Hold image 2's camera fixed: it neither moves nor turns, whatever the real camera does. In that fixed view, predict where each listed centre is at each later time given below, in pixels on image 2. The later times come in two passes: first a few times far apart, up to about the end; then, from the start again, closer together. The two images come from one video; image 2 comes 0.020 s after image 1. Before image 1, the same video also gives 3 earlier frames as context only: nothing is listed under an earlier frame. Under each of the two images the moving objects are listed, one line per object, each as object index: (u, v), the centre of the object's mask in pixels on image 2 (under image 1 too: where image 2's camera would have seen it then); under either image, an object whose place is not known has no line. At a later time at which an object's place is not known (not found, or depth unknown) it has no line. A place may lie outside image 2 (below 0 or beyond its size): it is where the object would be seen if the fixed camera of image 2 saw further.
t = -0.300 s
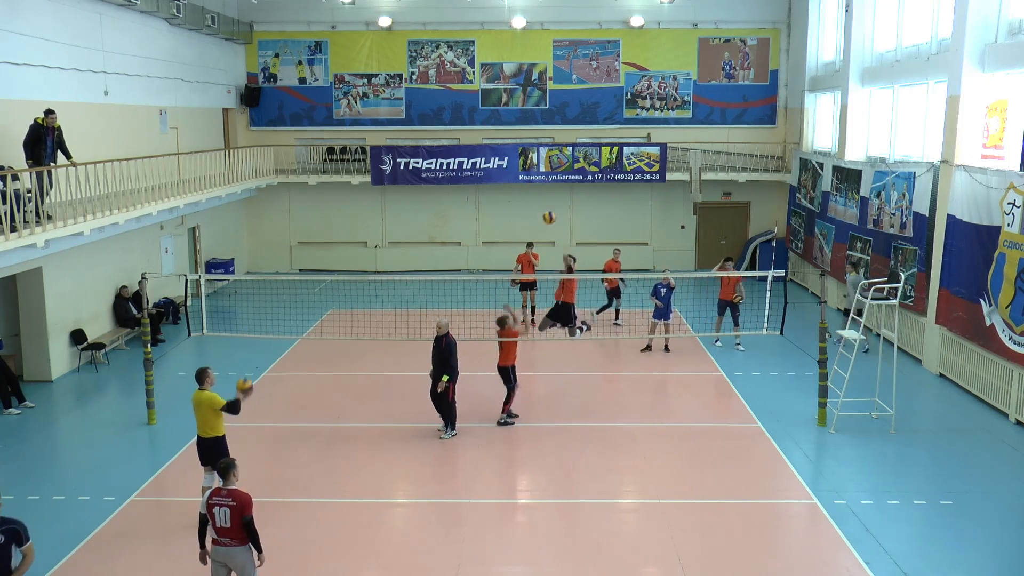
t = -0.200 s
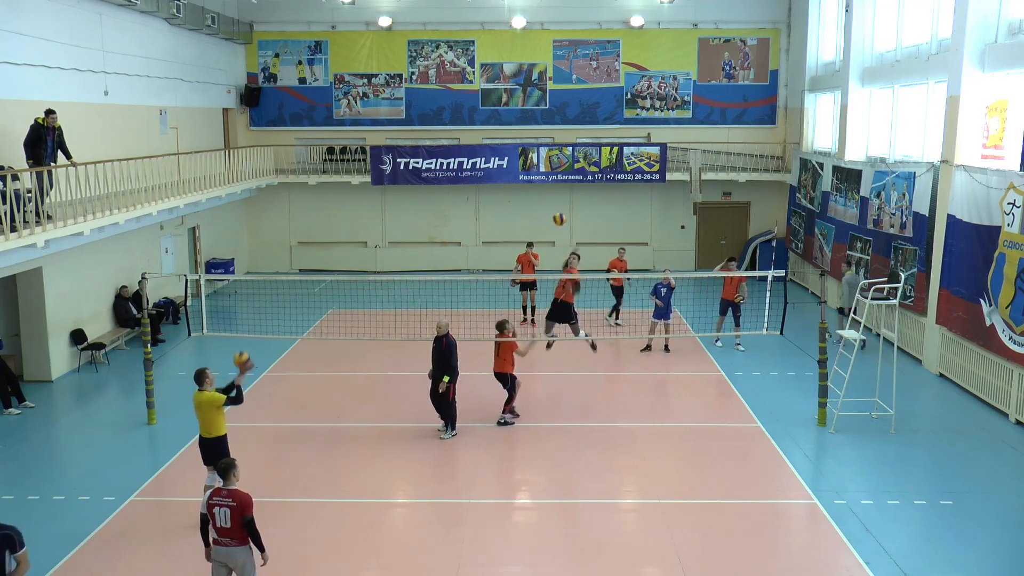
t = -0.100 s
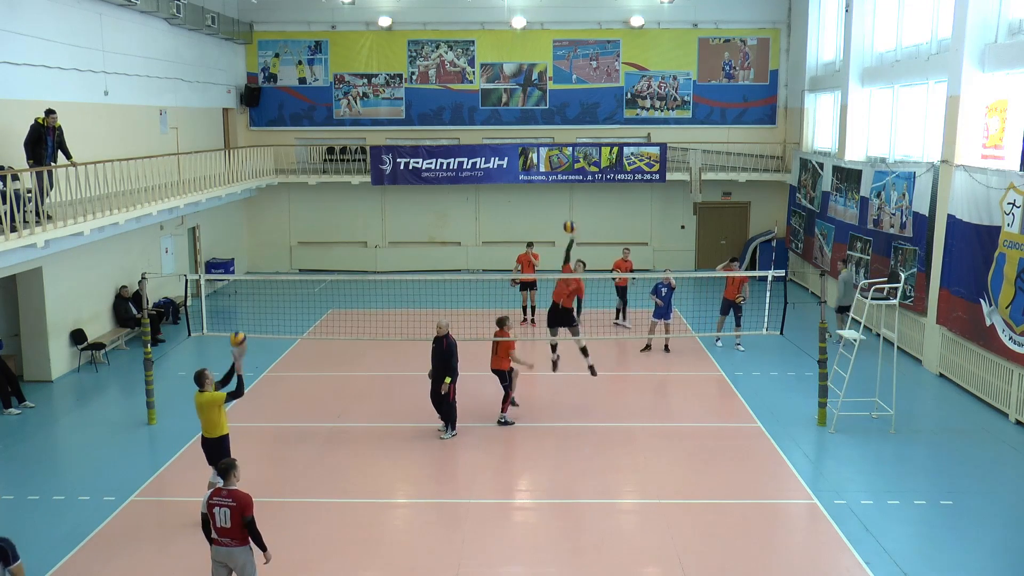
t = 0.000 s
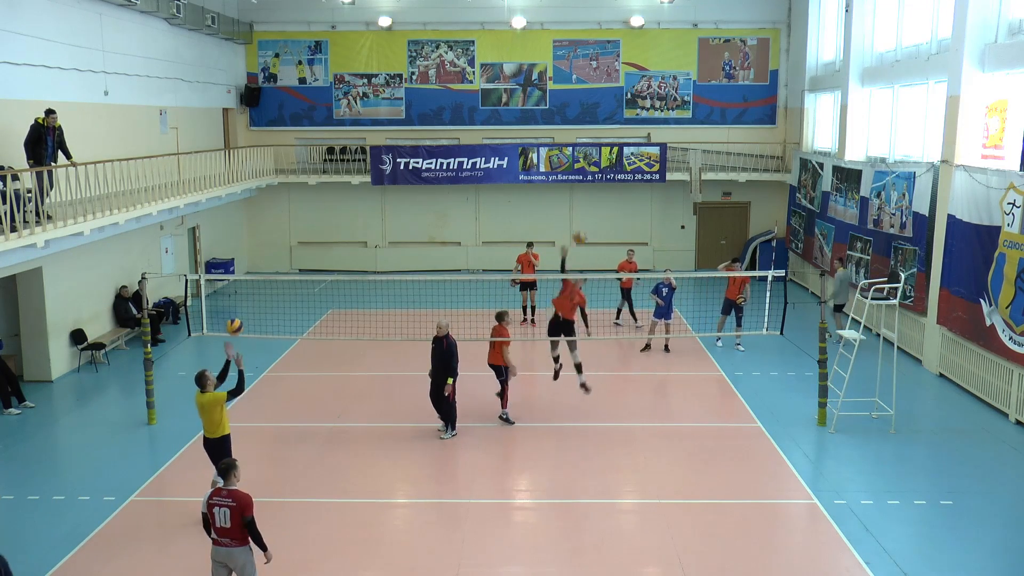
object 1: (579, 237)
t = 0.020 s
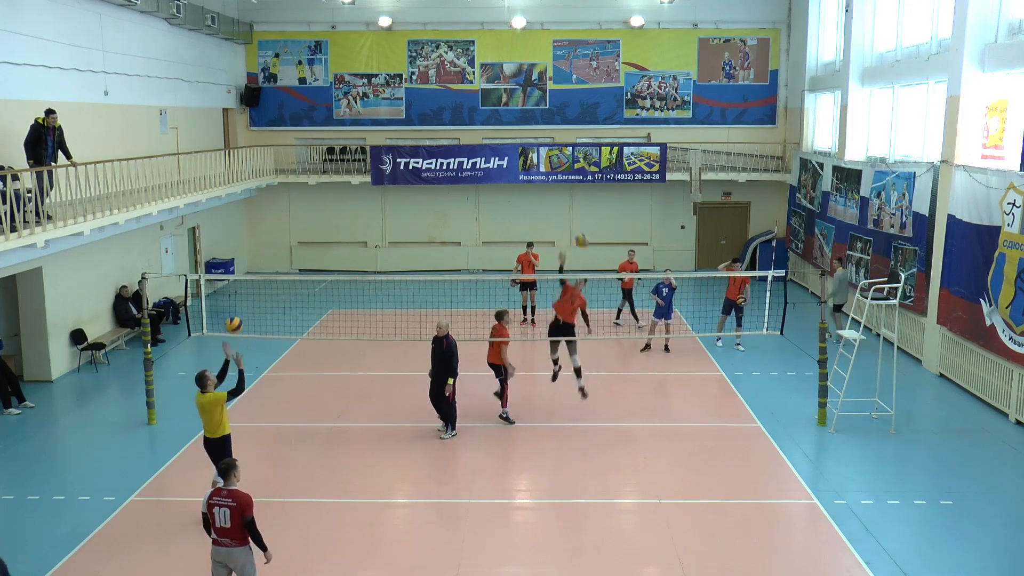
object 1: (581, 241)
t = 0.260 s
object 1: (615, 303)
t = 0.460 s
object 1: (650, 403)
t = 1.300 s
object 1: (825, 560)
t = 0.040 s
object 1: (583, 244)
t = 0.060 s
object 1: (586, 247)
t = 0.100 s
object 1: (592, 255)
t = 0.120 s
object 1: (594, 260)
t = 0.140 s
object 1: (597, 265)
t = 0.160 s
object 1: (599, 270)
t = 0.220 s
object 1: (608, 289)
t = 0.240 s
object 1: (612, 296)
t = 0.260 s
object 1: (615, 303)
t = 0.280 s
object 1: (618, 312)
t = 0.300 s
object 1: (621, 319)
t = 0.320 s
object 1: (624, 328)
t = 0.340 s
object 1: (627, 338)
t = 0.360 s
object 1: (631, 347)
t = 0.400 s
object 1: (639, 368)
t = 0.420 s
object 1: (642, 380)
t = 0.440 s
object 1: (646, 391)
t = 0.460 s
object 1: (650, 403)
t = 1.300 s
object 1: (825, 560)
